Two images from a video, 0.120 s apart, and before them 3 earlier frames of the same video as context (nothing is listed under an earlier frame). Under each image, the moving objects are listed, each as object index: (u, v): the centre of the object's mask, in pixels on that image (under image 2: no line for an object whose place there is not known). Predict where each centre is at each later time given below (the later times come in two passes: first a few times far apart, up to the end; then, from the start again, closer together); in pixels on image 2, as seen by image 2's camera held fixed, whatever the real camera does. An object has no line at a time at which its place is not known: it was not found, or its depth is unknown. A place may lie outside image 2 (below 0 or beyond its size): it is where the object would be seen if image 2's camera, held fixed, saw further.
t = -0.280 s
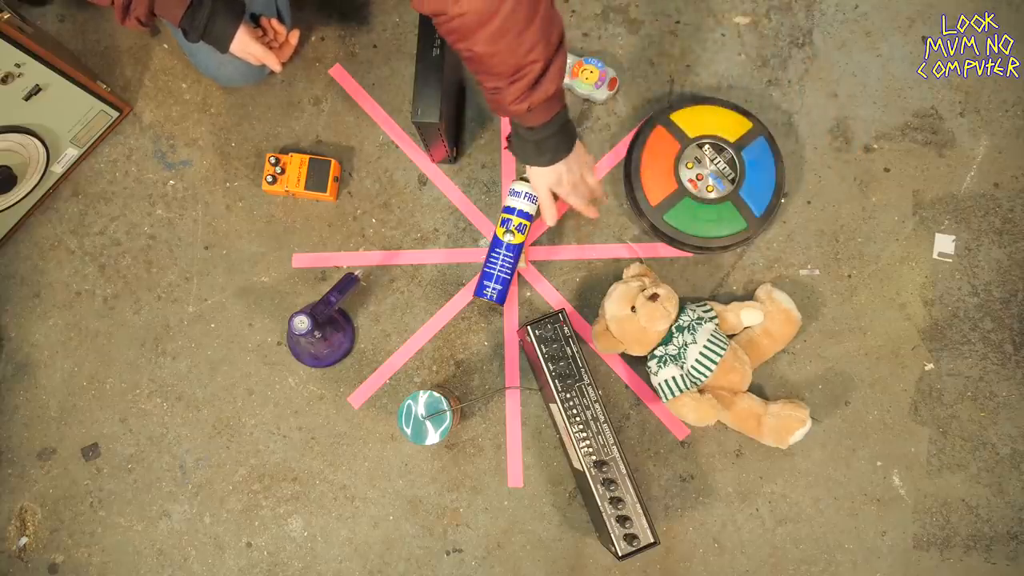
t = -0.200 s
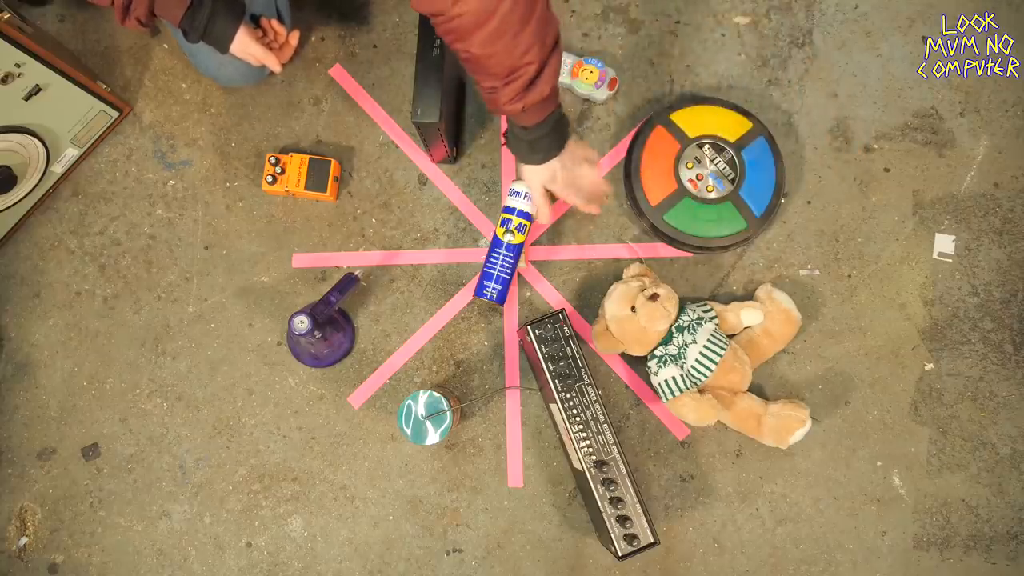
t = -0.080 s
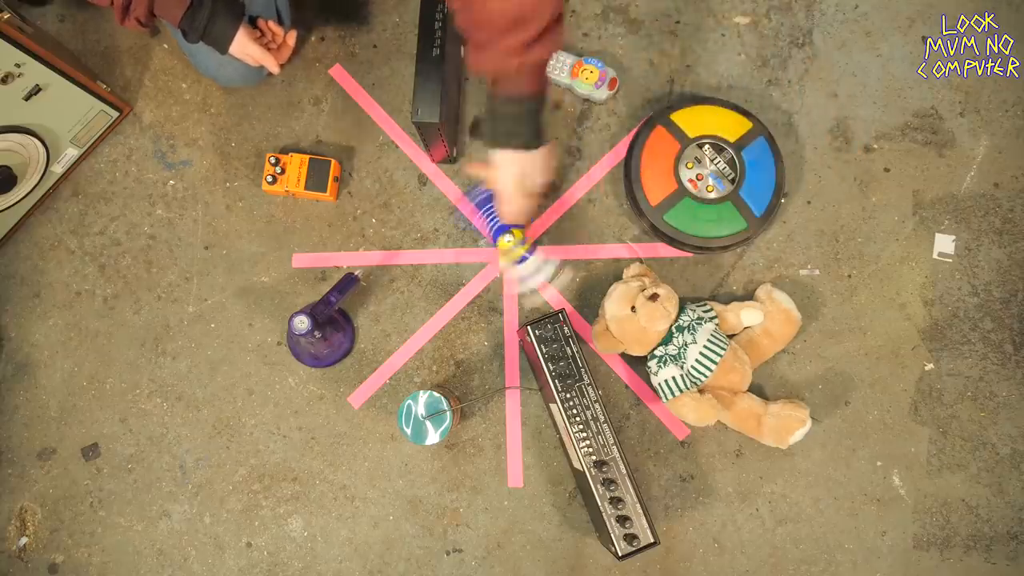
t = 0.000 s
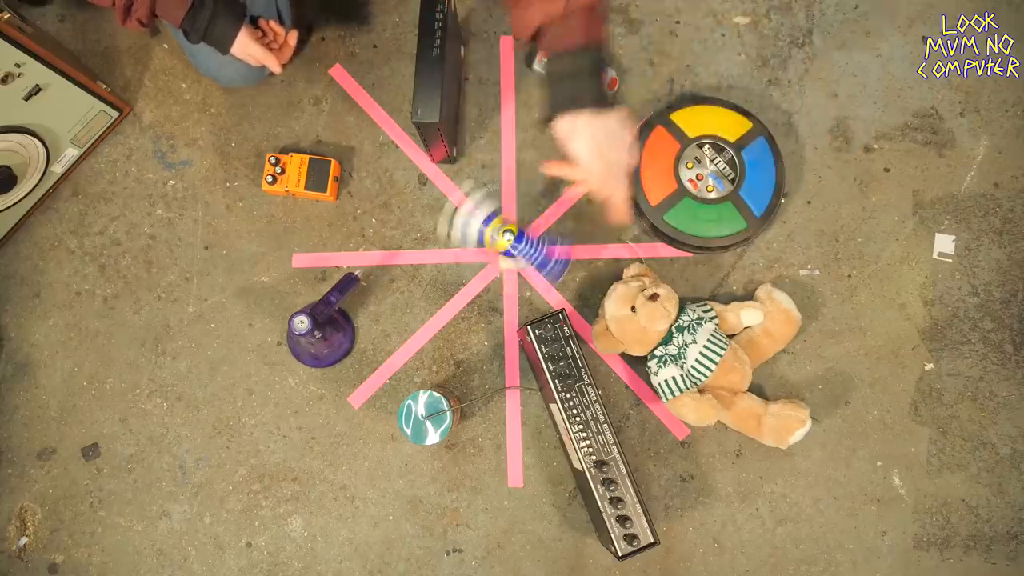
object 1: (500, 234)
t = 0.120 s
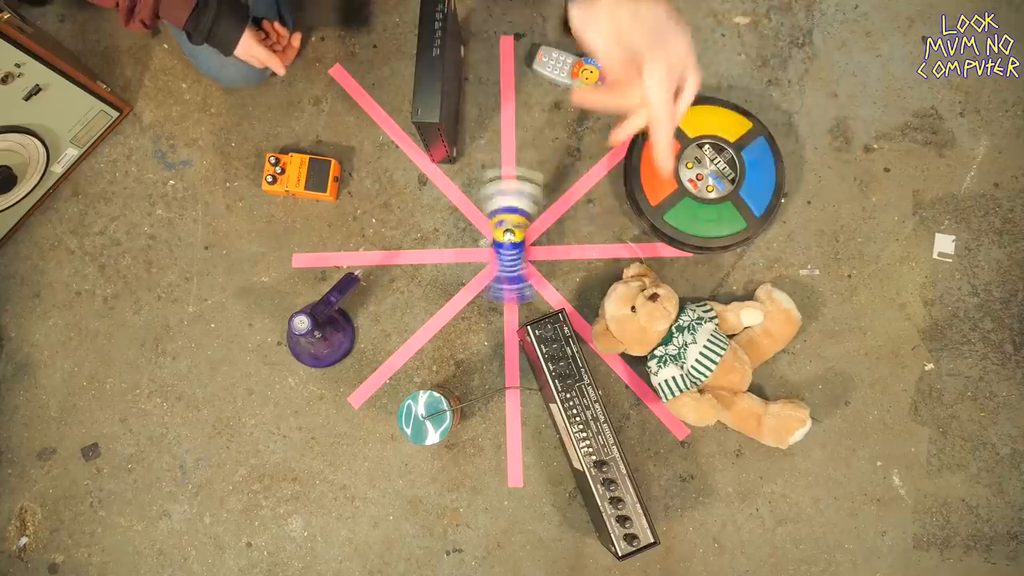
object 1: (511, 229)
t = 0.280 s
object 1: (506, 227)
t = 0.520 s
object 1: (510, 237)
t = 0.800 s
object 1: (503, 237)
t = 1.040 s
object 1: (511, 241)
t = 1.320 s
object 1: (514, 234)
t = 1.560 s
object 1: (509, 233)
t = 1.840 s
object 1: (505, 239)
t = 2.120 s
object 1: (508, 244)
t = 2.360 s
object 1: (503, 242)
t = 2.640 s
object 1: (506, 242)
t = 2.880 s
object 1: (506, 237)
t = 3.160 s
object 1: (509, 235)
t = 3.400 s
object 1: (513, 240)
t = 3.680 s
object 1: (510, 241)
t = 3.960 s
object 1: (505, 239)
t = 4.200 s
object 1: (512, 239)
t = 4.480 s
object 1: (511, 242)
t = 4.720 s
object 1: (510, 236)
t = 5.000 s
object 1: (510, 242)
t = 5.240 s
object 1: (509, 236)
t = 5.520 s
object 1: (510, 242)
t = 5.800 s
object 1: (511, 237)
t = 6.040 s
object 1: (507, 241)
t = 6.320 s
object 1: (510, 239)
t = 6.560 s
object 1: (510, 237)
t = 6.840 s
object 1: (508, 240)
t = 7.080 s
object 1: (510, 240)
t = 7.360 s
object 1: (510, 239)
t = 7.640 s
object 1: (509, 238)
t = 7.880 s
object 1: (508, 239)
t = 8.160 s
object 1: (510, 240)
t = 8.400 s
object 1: (510, 240)
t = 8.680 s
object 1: (510, 239)
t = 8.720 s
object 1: (510, 240)
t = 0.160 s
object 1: (496, 242)
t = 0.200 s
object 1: (511, 241)
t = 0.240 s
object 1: (512, 238)
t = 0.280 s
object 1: (506, 227)
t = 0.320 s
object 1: (503, 242)
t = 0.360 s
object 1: (511, 242)
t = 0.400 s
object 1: (513, 237)
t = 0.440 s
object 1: (506, 230)
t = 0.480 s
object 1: (502, 242)
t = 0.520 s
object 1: (510, 237)
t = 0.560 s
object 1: (511, 239)
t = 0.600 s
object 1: (508, 228)
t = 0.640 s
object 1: (498, 241)
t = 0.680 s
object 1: (510, 242)
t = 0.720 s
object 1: (513, 239)
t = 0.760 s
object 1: (514, 230)
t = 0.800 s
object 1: (503, 237)
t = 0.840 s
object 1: (507, 245)
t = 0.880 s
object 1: (510, 240)
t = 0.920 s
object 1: (516, 236)
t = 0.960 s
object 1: (506, 228)
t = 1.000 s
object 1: (501, 240)
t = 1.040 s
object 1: (511, 241)
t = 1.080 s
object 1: (511, 242)
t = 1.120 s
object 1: (513, 235)
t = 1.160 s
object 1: (506, 233)
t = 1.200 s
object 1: (501, 242)
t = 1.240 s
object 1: (510, 242)
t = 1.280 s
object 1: (510, 242)
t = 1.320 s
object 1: (514, 234)
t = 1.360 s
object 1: (506, 232)
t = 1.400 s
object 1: (501, 240)
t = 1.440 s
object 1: (510, 243)
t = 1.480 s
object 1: (509, 239)
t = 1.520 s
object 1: (513, 238)
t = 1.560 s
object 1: (509, 233)
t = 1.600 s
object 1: (504, 239)
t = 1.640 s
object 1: (510, 241)
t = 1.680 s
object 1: (510, 240)
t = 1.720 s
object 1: (514, 241)
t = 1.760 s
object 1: (513, 235)
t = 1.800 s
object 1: (506, 232)
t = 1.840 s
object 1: (505, 239)
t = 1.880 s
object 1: (508, 244)
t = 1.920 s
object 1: (511, 243)
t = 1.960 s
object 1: (514, 239)
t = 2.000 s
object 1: (512, 235)
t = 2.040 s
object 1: (505, 232)
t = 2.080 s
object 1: (505, 239)
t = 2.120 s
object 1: (508, 244)
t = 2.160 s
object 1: (510, 241)
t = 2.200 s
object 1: (513, 241)
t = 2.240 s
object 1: (516, 235)
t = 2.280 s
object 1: (509, 233)
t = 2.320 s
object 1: (502, 235)
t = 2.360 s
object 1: (503, 242)
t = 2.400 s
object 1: (511, 243)
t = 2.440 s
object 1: (513, 244)
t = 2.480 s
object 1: (513, 239)
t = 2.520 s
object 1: (513, 235)
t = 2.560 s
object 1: (507, 234)
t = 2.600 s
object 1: (504, 237)
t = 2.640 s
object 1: (506, 242)
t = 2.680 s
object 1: (510, 243)
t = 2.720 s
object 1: (511, 242)
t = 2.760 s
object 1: (513, 240)
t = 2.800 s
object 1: (515, 235)
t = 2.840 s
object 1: (510, 234)
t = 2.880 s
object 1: (506, 237)
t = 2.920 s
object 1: (504, 239)
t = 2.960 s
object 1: (509, 243)
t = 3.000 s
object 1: (510, 241)
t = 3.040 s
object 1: (509, 240)
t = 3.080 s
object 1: (512, 238)
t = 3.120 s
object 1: (512, 236)
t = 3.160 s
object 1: (509, 235)
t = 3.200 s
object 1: (506, 237)
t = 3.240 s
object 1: (505, 239)
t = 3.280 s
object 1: (509, 241)
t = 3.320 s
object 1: (510, 242)
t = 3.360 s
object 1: (512, 242)
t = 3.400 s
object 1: (513, 240)
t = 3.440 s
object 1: (515, 237)
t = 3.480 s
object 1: (512, 233)
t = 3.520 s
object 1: (506, 233)
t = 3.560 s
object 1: (504, 238)
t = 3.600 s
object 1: (504, 241)
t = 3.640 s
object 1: (508, 243)
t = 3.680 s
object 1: (510, 241)
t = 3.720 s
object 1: (509, 238)
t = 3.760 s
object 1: (512, 240)
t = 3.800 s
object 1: (513, 238)
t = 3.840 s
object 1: (512, 235)
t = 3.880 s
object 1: (508, 234)
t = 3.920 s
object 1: (505, 236)
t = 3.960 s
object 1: (505, 239)
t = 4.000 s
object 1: (509, 241)
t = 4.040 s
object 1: (510, 241)
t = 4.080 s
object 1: (511, 240)
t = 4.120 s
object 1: (511, 240)
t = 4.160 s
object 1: (512, 239)
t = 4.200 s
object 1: (512, 239)
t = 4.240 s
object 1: (511, 237)
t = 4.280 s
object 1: (509, 236)
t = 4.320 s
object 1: (507, 237)
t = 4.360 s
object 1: (505, 239)
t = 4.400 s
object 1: (505, 241)
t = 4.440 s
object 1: (509, 242)
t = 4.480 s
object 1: (511, 242)
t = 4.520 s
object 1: (510, 241)
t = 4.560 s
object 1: (509, 239)
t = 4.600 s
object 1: (511, 239)
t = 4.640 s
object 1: (511, 239)
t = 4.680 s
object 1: (511, 237)
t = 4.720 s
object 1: (510, 236)
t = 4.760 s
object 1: (507, 236)
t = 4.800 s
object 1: (504, 236)
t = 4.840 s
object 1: (507, 240)
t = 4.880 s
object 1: (509, 241)
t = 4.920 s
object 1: (508, 242)
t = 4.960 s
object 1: (510, 242)
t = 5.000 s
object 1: (510, 242)
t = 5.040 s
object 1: (511, 240)
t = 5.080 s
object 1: (511, 240)
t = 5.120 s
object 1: (511, 238)
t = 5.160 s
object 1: (513, 237)
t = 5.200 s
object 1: (511, 237)
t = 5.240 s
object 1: (509, 236)
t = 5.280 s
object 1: (507, 236)
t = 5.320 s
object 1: (505, 237)
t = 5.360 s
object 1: (506, 240)
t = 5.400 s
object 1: (505, 241)
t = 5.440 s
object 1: (510, 241)
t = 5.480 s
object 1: (510, 241)
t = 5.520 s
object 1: (510, 242)
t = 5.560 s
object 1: (510, 241)
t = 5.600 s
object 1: (511, 240)
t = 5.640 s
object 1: (511, 240)
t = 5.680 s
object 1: (511, 238)
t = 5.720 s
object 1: (510, 239)
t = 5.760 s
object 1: (512, 237)
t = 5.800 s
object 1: (511, 237)
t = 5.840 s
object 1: (509, 237)
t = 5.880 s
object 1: (507, 236)
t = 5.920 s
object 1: (507, 238)
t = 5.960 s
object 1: (507, 239)
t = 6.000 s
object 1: (508, 240)
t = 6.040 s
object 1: (507, 241)
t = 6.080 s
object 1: (509, 241)
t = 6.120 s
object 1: (509, 241)
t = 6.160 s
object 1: (510, 241)
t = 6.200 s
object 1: (510, 240)
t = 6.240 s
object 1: (510, 241)
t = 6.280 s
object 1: (510, 240)
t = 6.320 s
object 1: (510, 239)
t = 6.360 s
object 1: (510, 239)
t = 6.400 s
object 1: (511, 239)
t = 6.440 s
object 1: (511, 238)
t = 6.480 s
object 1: (511, 238)
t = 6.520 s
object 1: (510, 237)
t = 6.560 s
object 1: (510, 237)
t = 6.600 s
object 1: (508, 237)
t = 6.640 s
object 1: (508, 237)
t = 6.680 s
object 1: (508, 238)
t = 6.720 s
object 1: (507, 239)
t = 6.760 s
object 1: (508, 240)
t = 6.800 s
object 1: (509, 240)
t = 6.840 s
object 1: (508, 240)
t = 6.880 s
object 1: (509, 240)
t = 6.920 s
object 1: (510, 240)
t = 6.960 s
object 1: (510, 240)
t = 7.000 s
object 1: (510, 240)
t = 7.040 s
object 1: (510, 241)
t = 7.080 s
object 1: (510, 240)
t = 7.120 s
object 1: (510, 240)
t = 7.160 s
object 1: (510, 240)
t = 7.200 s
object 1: (511, 240)
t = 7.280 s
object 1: (510, 239)
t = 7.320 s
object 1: (509, 239)
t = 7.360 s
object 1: (510, 239)
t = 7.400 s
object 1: (509, 239)
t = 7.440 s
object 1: (510, 239)
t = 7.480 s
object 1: (509, 239)
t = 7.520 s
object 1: (510, 238)
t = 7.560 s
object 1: (509, 238)
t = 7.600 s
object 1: (509, 238)
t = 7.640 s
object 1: (509, 238)
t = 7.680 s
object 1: (509, 238)
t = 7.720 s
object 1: (509, 238)
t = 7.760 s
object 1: (508, 239)
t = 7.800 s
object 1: (508, 239)
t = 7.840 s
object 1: (508, 239)
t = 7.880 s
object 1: (508, 239)
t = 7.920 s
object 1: (508, 240)
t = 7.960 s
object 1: (508, 240)
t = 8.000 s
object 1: (509, 240)
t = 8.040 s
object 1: (509, 240)
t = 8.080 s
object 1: (509, 240)
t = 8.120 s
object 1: (509, 240)
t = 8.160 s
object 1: (510, 240)
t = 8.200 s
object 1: (509, 240)
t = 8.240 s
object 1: (509, 240)
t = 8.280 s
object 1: (510, 240)
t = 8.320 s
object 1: (510, 240)
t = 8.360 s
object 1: (509, 240)
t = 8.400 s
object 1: (510, 240)
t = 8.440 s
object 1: (510, 240)
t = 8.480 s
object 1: (510, 240)
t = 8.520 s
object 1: (510, 240)
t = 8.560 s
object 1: (510, 239)
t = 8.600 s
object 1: (510, 239)
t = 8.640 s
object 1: (510, 239)
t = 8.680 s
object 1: (510, 239)
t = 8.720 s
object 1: (510, 240)
